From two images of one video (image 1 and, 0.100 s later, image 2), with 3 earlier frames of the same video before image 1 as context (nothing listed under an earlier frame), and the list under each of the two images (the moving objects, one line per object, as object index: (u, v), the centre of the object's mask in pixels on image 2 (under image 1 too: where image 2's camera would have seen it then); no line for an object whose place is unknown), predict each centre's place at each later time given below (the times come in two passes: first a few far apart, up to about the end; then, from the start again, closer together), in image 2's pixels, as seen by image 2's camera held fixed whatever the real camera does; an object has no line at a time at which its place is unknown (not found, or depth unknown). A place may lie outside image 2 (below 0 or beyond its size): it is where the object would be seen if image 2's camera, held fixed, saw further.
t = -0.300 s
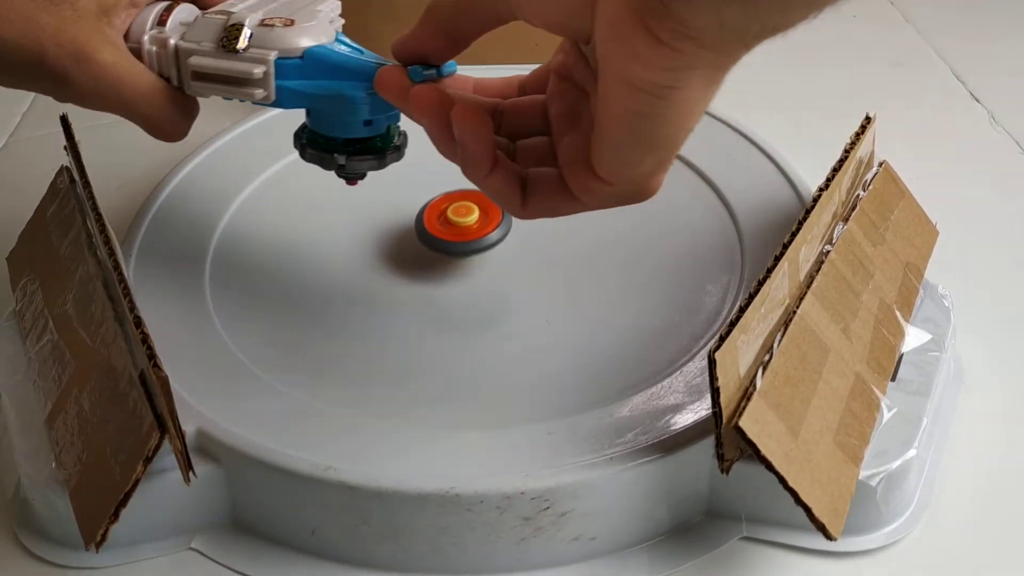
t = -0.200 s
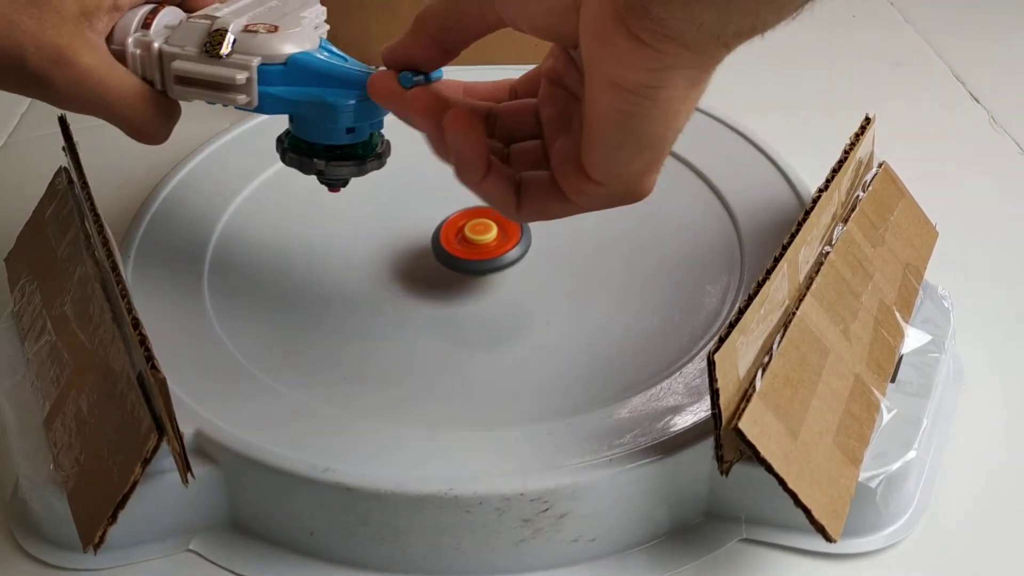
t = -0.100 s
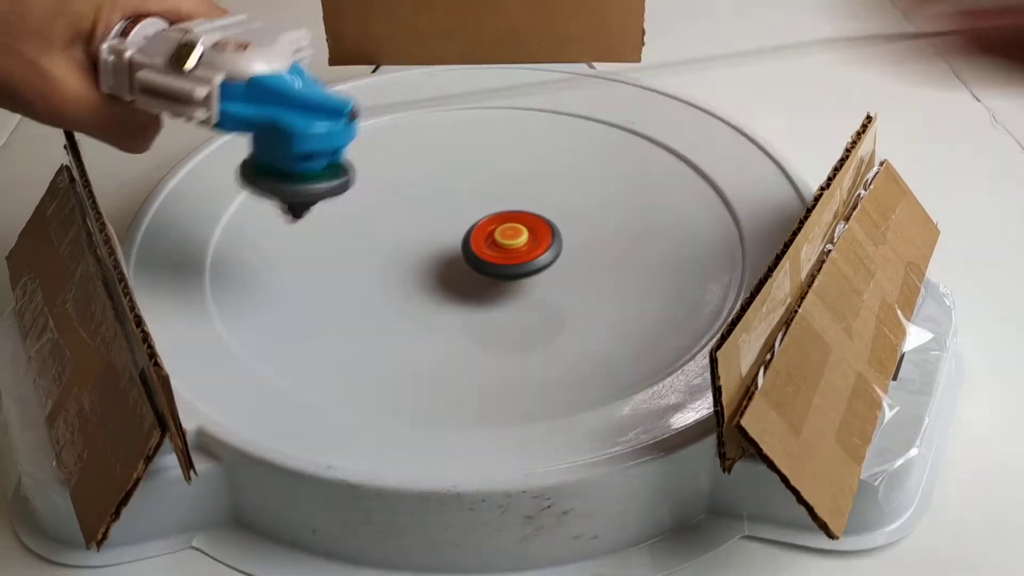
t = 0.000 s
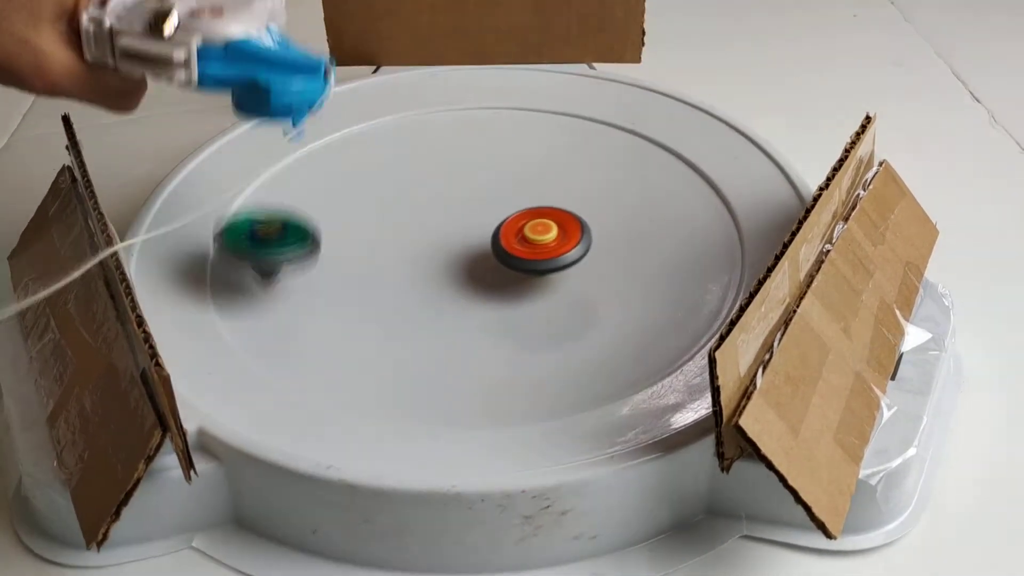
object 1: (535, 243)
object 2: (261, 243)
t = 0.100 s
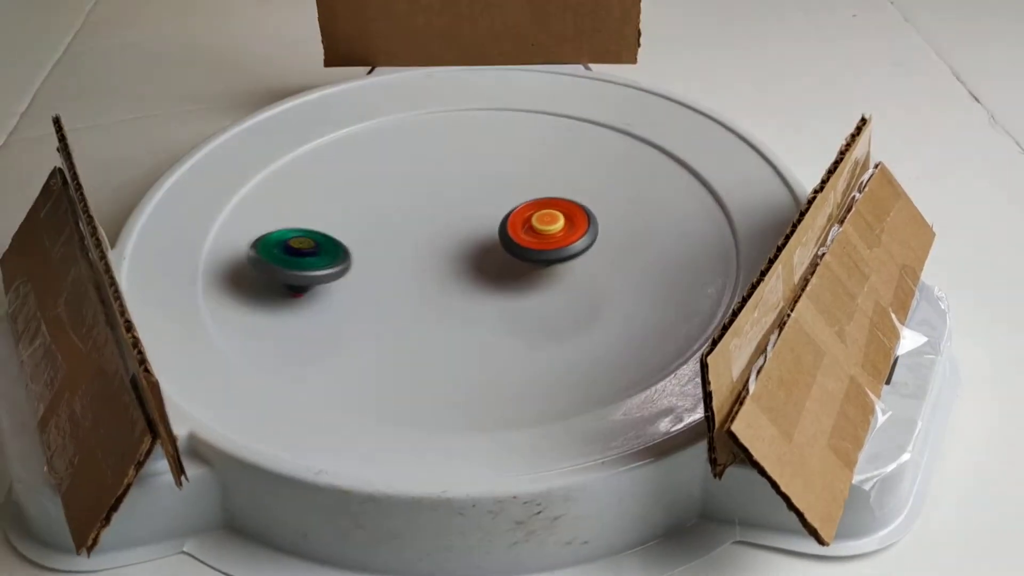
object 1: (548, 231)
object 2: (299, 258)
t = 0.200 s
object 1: (538, 216)
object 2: (360, 248)
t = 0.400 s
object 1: (491, 218)
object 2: (378, 192)
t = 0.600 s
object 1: (474, 247)
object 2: (266, 191)
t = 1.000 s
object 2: (344, 235)
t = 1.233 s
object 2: (364, 198)
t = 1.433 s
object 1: (502, 160)
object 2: (394, 175)
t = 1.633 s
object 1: (502, 187)
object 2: (365, 164)
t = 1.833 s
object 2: (398, 167)
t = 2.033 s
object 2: (434, 173)
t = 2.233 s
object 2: (480, 169)
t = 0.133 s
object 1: (546, 227)
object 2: (319, 253)
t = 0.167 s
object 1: (543, 221)
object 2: (340, 250)
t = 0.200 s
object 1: (538, 216)
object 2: (360, 248)
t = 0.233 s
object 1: (532, 214)
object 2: (378, 244)
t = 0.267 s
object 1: (523, 212)
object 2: (391, 237)
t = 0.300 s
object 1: (514, 211)
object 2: (398, 229)
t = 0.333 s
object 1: (506, 212)
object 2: (399, 219)
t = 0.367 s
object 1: (498, 215)
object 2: (392, 206)
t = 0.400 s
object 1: (491, 218)
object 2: (378, 192)
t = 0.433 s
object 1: (485, 222)
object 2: (358, 177)
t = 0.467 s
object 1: (480, 226)
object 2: (331, 162)
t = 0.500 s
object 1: (476, 231)
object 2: (303, 150)
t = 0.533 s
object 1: (475, 237)
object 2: (274, 142)
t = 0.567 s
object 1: (475, 243)
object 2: (269, 156)
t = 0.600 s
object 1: (474, 247)
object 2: (266, 191)
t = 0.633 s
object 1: (475, 250)
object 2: (270, 210)
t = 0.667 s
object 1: (476, 253)
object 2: (281, 232)
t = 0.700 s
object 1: (477, 255)
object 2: (296, 251)
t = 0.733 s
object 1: (481, 256)
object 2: (316, 265)
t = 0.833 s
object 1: (495, 256)
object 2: (382, 282)
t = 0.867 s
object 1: (504, 251)
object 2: (398, 277)
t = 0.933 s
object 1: (595, 229)
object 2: (365, 258)
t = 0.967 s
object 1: (626, 216)
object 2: (353, 241)
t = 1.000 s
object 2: (344, 235)
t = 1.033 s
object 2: (340, 226)
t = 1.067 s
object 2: (340, 217)
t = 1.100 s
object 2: (343, 211)
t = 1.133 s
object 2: (348, 207)
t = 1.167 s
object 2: (354, 203)
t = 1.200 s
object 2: (359, 200)
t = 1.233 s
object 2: (364, 198)
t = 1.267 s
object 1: (583, 156)
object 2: (369, 194)
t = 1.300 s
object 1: (565, 154)
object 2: (374, 191)
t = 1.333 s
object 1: (548, 154)
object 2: (379, 187)
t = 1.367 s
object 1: (532, 155)
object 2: (384, 183)
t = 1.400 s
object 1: (517, 157)
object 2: (390, 179)
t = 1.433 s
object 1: (502, 160)
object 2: (394, 175)
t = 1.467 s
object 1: (490, 164)
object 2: (399, 171)
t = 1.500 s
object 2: (383, 167)
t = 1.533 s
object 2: (370, 165)
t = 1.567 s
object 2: (363, 164)
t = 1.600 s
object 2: (362, 164)
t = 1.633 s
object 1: (502, 187)
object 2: (365, 164)
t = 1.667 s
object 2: (370, 164)
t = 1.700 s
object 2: (375, 165)
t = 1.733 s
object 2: (381, 165)
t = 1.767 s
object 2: (386, 166)
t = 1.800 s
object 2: (392, 166)
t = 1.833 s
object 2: (398, 167)
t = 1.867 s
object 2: (405, 168)
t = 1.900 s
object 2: (411, 169)
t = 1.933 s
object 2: (417, 170)
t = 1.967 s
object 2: (423, 171)
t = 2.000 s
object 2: (429, 172)
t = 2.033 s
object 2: (434, 173)
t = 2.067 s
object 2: (441, 173)
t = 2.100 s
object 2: (447, 174)
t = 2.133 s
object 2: (455, 173)
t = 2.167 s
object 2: (463, 172)
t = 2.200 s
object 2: (471, 171)
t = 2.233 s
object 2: (480, 169)
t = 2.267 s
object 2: (488, 167)
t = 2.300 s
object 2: (495, 165)
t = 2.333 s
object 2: (502, 164)
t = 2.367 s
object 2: (507, 162)
